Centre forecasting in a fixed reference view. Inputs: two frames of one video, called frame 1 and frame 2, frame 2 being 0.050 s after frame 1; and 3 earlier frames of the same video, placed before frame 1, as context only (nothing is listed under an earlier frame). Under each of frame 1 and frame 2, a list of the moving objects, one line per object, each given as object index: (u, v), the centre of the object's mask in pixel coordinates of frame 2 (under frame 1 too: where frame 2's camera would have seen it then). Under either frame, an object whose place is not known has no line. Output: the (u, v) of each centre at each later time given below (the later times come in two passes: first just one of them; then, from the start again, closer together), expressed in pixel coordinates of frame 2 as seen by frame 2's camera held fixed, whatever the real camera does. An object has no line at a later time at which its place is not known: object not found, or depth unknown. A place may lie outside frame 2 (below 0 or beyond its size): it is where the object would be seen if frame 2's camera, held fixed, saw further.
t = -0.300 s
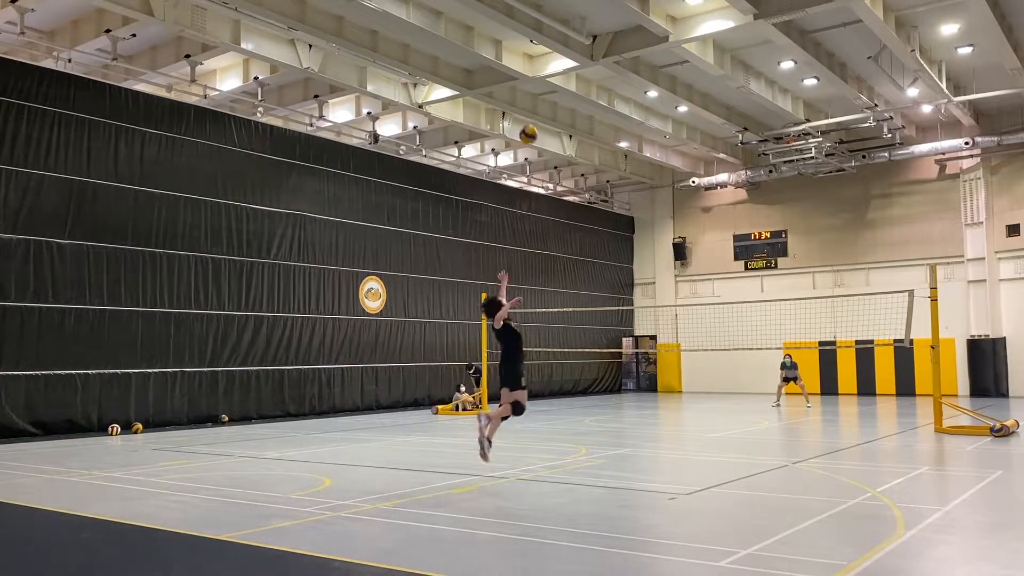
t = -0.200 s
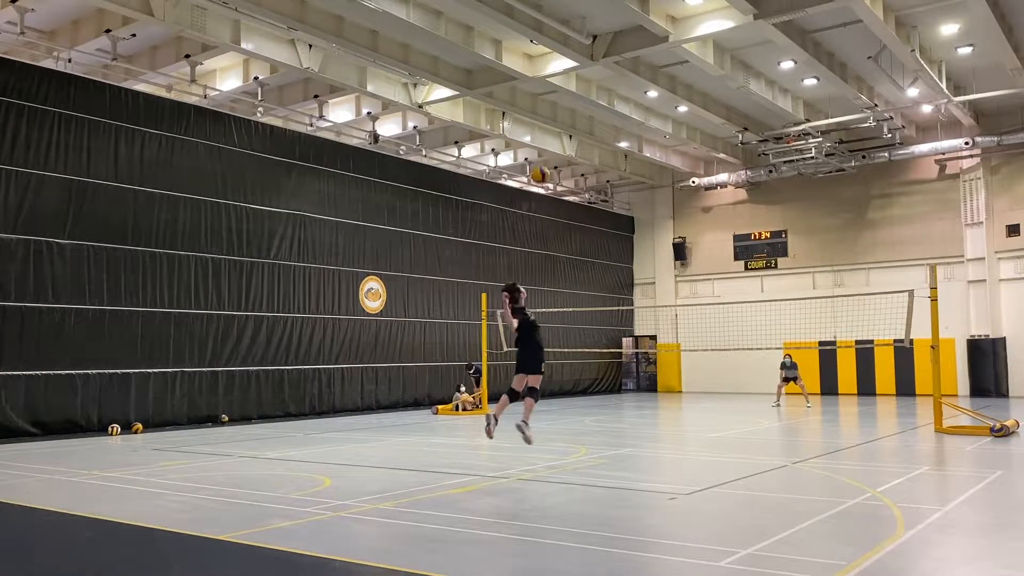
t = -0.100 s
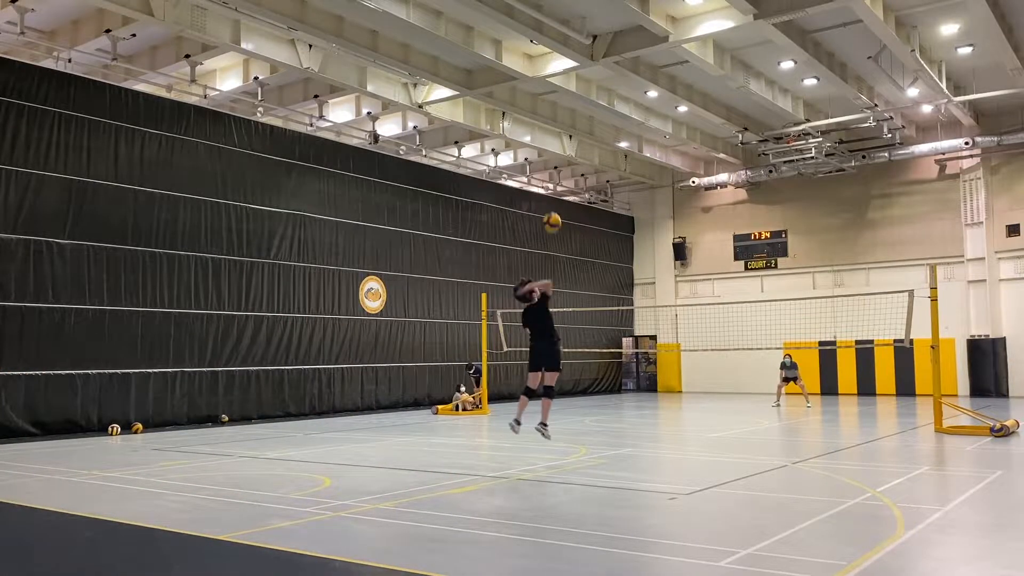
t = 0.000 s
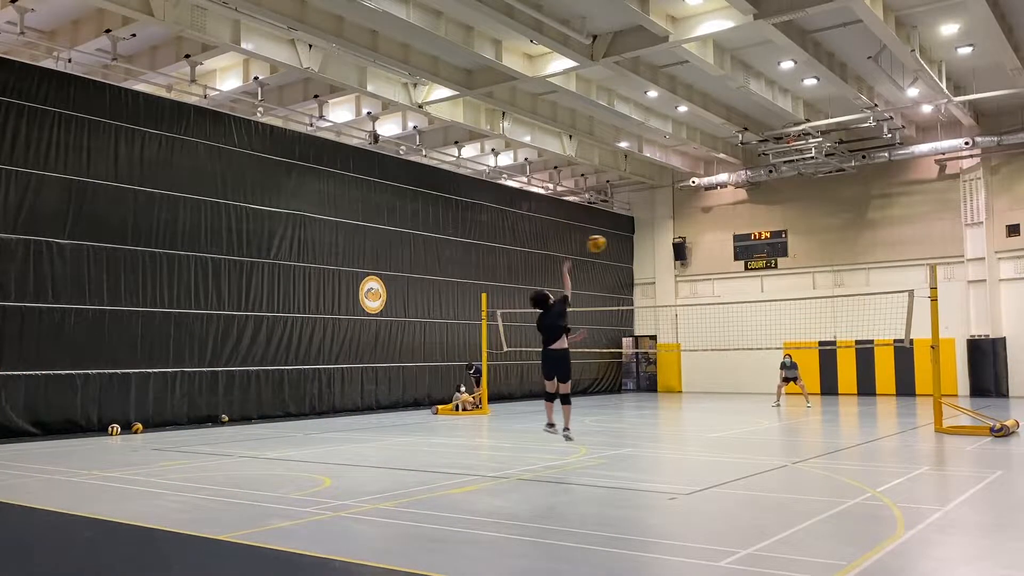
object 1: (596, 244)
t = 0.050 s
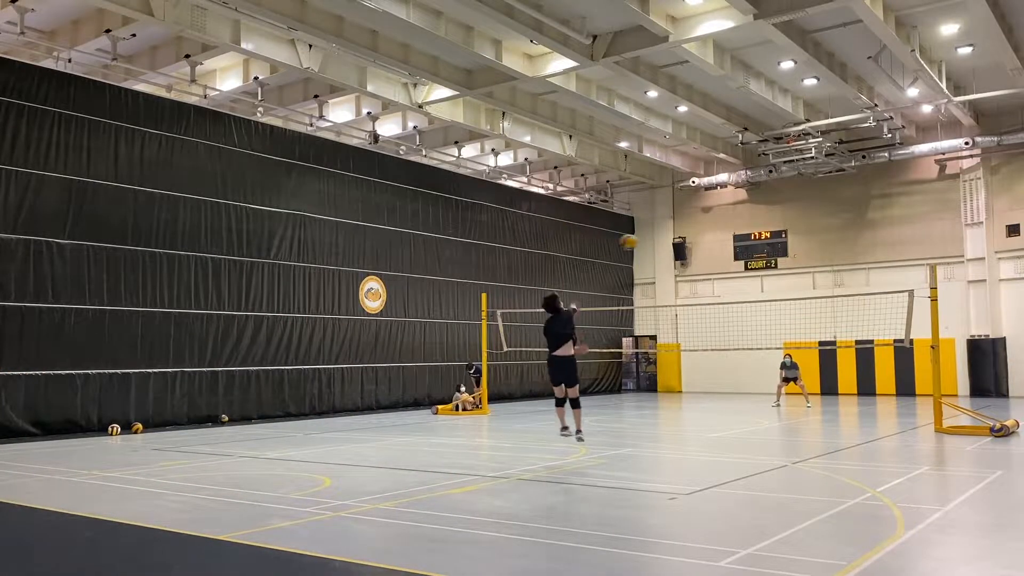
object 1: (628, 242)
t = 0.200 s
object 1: (707, 249)
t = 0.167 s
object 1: (691, 246)
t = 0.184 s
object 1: (700, 248)
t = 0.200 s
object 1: (707, 249)
